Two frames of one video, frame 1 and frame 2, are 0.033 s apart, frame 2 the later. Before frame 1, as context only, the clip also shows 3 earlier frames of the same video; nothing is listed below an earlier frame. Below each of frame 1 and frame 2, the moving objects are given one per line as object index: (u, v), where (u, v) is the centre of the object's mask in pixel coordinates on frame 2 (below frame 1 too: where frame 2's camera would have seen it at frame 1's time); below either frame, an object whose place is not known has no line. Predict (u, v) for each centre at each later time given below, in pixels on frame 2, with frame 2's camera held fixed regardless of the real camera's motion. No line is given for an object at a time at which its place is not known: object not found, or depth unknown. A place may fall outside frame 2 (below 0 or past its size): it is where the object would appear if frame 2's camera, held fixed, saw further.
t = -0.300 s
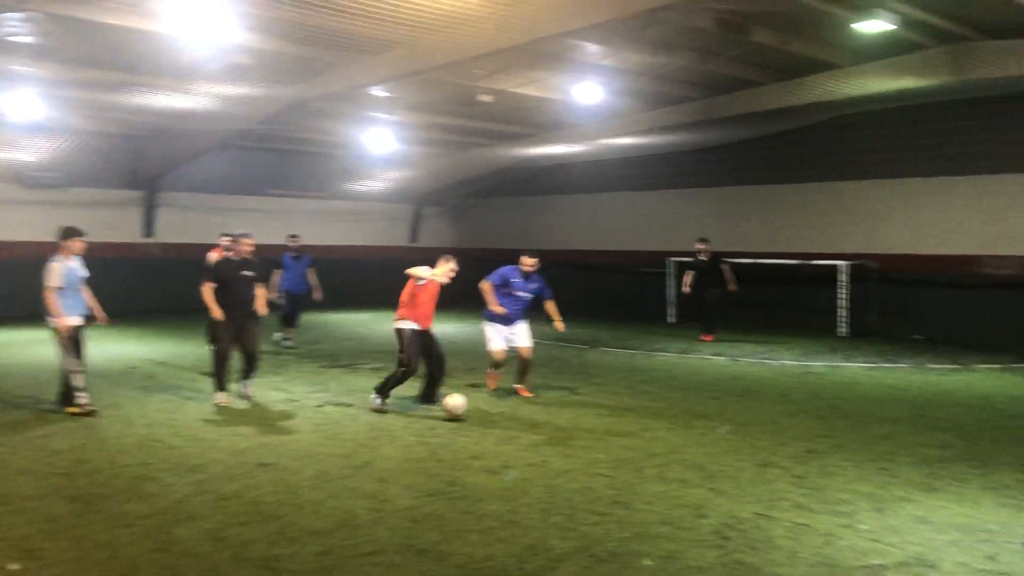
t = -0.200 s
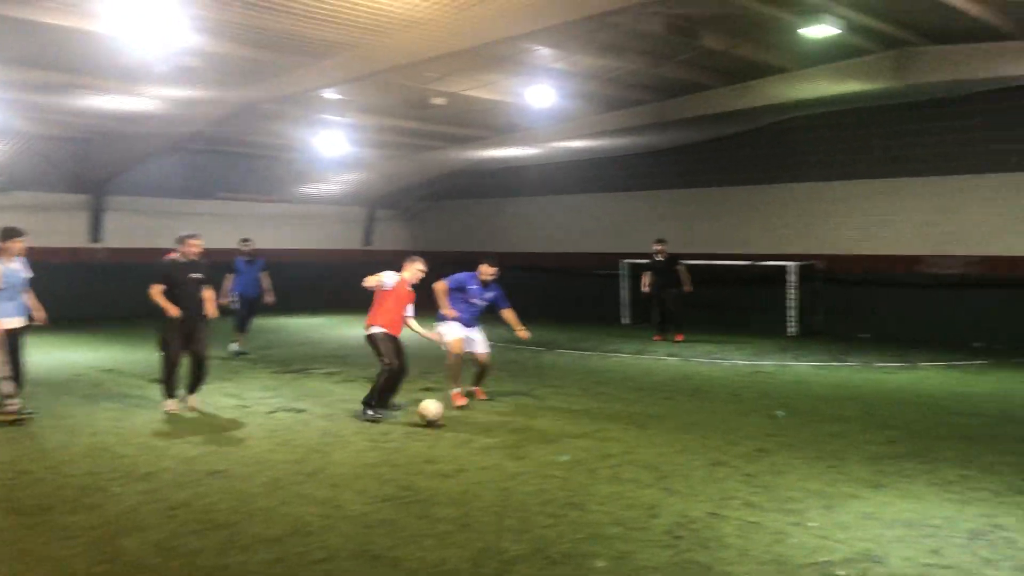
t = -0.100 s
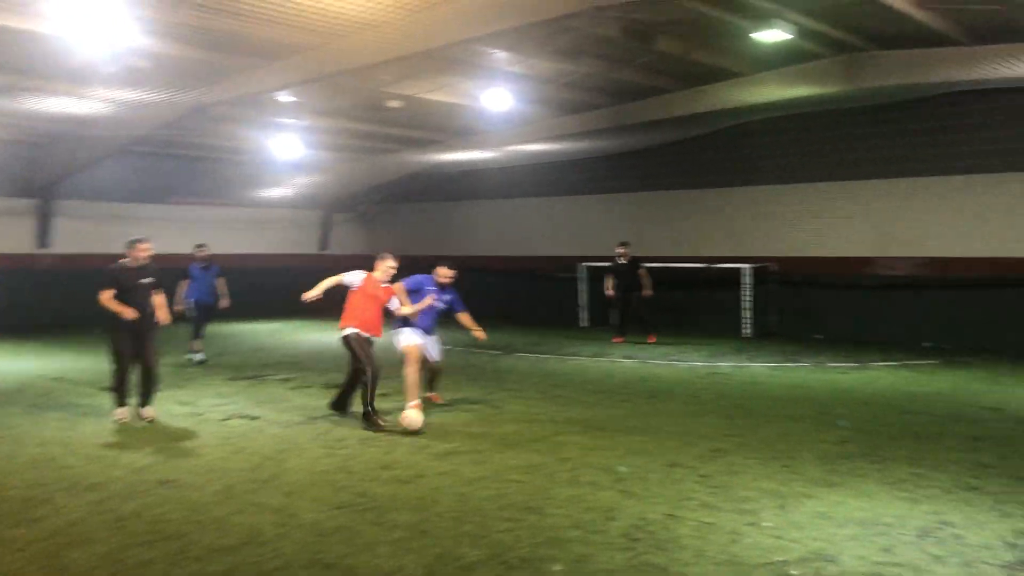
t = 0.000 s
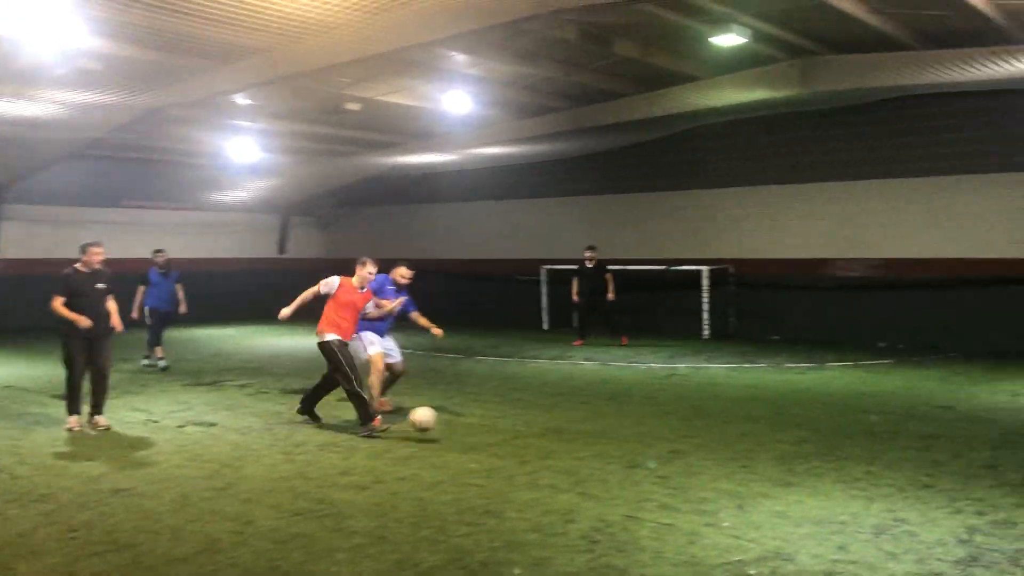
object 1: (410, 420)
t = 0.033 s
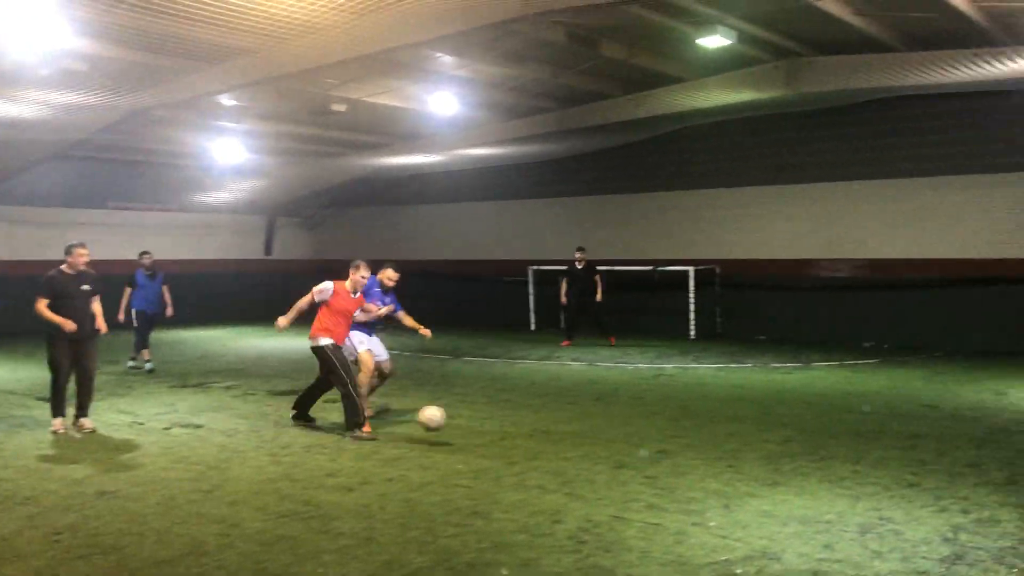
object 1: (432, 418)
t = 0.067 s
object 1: (454, 417)
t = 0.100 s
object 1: (477, 419)
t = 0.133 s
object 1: (499, 420)
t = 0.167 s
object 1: (522, 425)
